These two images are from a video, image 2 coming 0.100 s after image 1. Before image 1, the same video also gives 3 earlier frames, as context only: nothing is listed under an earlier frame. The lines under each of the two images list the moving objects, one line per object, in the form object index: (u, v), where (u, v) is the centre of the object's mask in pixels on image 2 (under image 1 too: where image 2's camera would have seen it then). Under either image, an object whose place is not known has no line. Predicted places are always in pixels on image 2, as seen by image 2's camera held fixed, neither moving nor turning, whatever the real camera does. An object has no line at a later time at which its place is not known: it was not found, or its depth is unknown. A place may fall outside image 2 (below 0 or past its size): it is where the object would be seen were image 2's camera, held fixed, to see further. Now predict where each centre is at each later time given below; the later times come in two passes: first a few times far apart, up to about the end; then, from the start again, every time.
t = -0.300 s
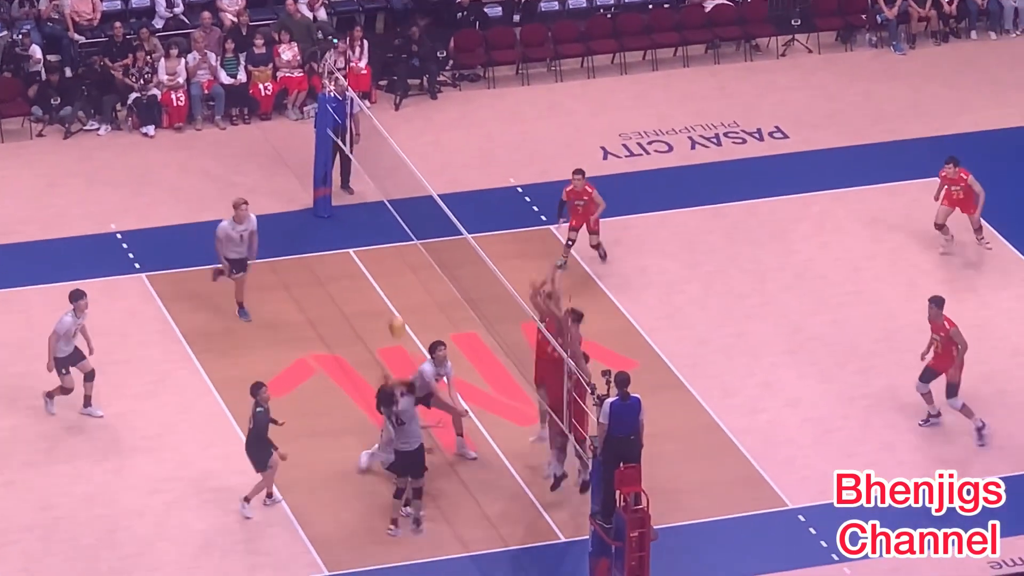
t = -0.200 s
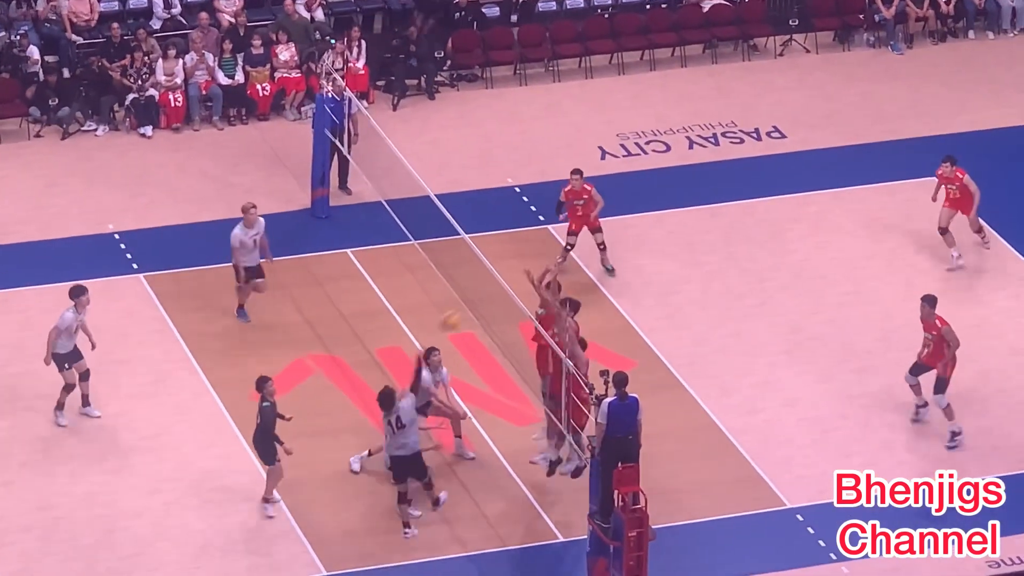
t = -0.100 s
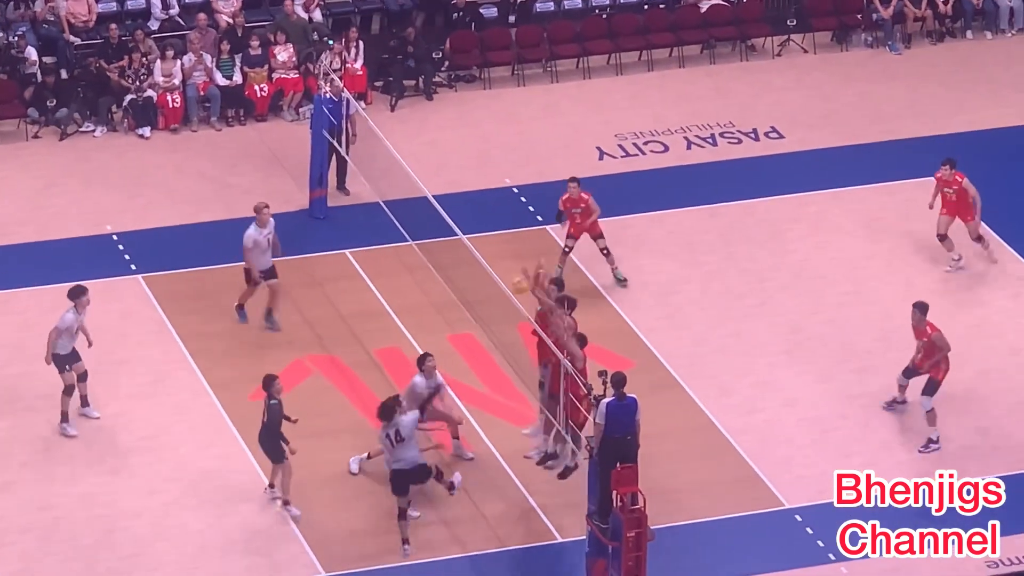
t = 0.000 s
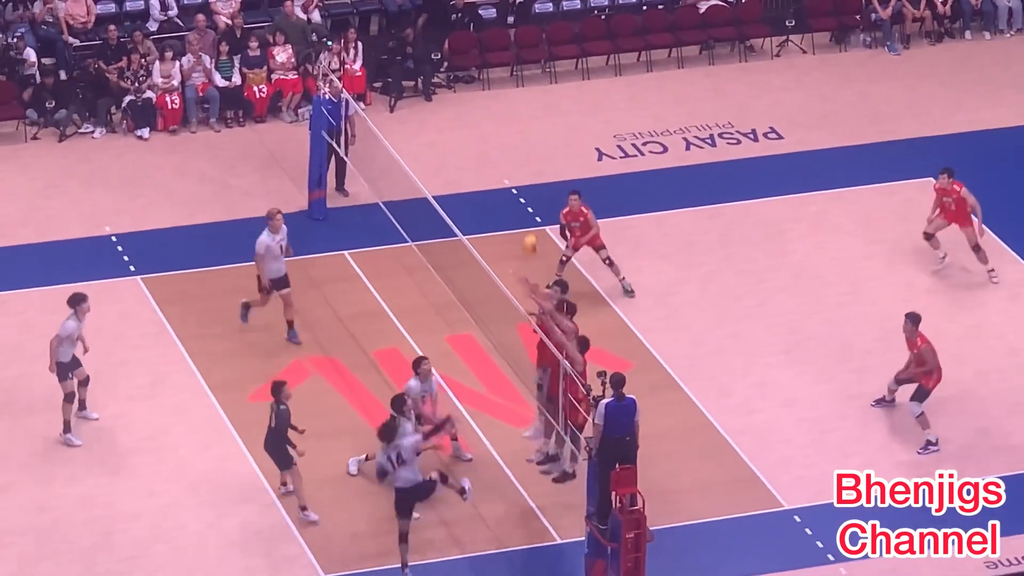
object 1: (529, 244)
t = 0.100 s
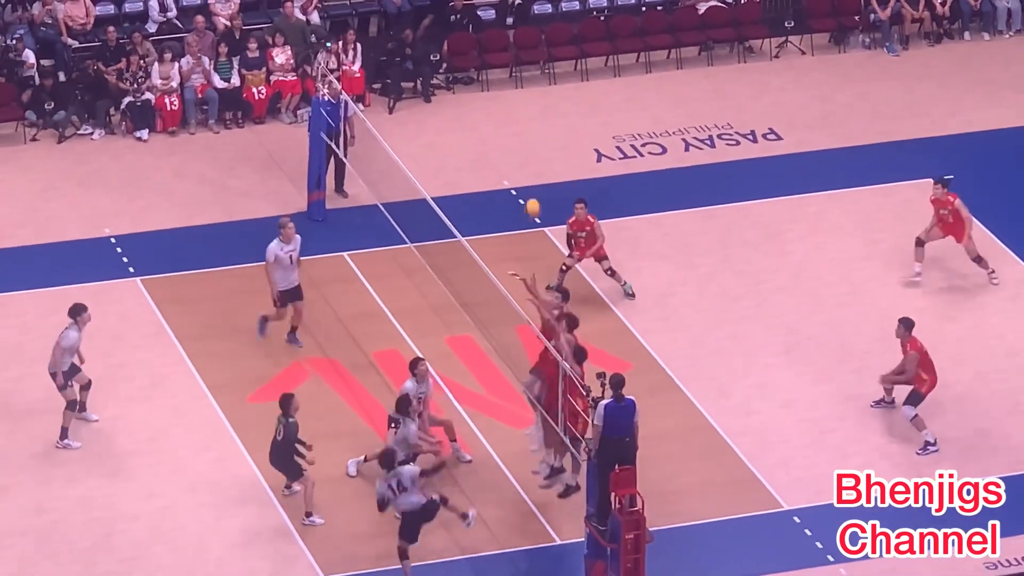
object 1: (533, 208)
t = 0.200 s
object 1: (536, 180)
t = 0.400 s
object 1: (543, 149)
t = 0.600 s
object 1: (549, 147)
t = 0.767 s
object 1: (554, 169)
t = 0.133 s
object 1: (534, 198)
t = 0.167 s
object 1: (535, 188)
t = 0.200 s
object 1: (536, 180)
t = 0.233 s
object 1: (537, 172)
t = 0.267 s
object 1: (539, 167)
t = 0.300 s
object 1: (539, 160)
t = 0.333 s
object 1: (541, 155)
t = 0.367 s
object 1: (542, 152)
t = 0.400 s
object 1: (543, 149)
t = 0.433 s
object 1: (545, 146)
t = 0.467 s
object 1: (546, 144)
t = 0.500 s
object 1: (547, 144)
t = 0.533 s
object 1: (547, 144)
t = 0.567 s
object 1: (549, 145)
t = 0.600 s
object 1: (549, 147)
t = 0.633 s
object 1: (551, 150)
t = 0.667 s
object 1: (552, 153)
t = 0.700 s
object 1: (553, 157)
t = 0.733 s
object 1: (553, 163)
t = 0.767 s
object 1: (554, 169)
